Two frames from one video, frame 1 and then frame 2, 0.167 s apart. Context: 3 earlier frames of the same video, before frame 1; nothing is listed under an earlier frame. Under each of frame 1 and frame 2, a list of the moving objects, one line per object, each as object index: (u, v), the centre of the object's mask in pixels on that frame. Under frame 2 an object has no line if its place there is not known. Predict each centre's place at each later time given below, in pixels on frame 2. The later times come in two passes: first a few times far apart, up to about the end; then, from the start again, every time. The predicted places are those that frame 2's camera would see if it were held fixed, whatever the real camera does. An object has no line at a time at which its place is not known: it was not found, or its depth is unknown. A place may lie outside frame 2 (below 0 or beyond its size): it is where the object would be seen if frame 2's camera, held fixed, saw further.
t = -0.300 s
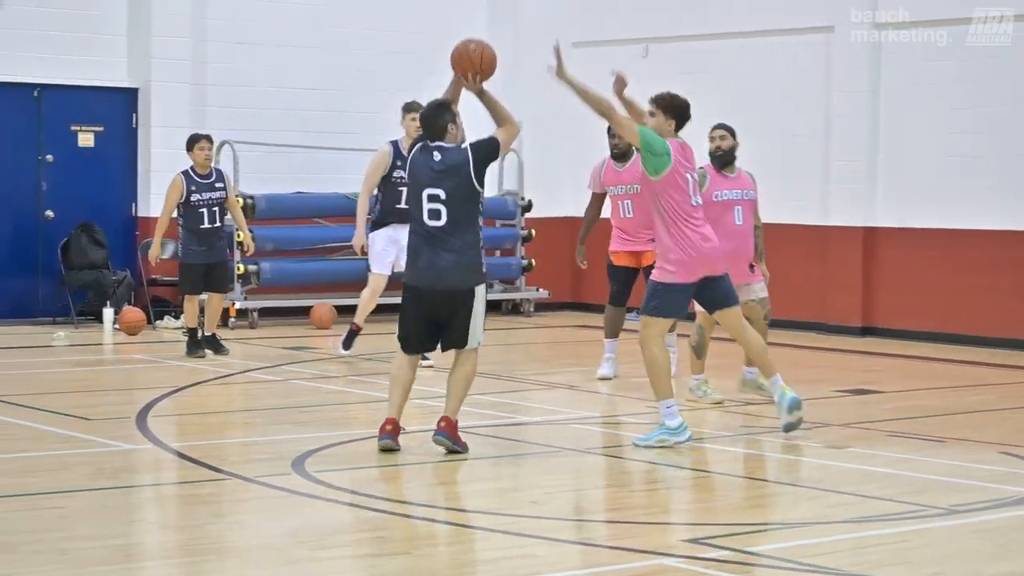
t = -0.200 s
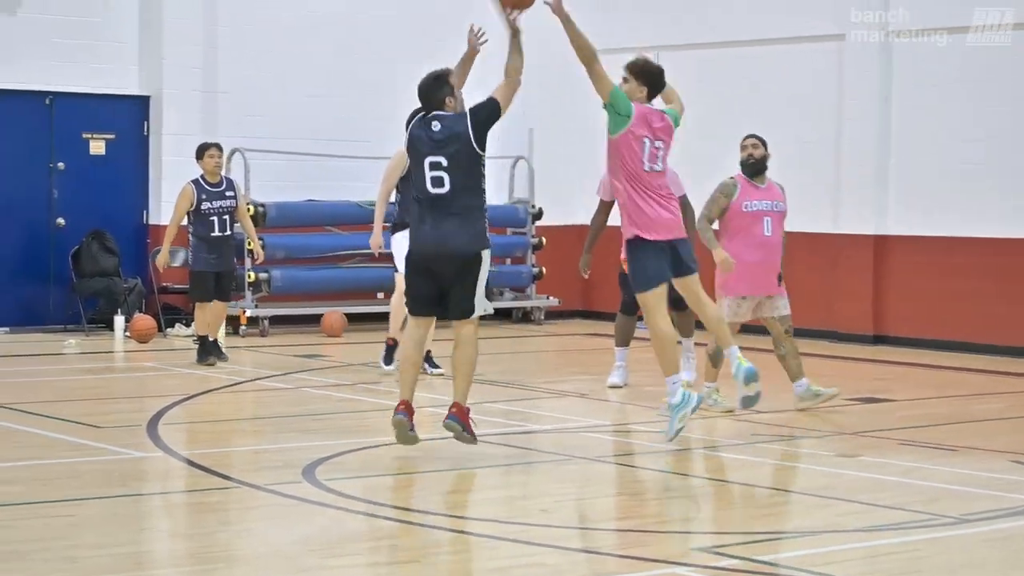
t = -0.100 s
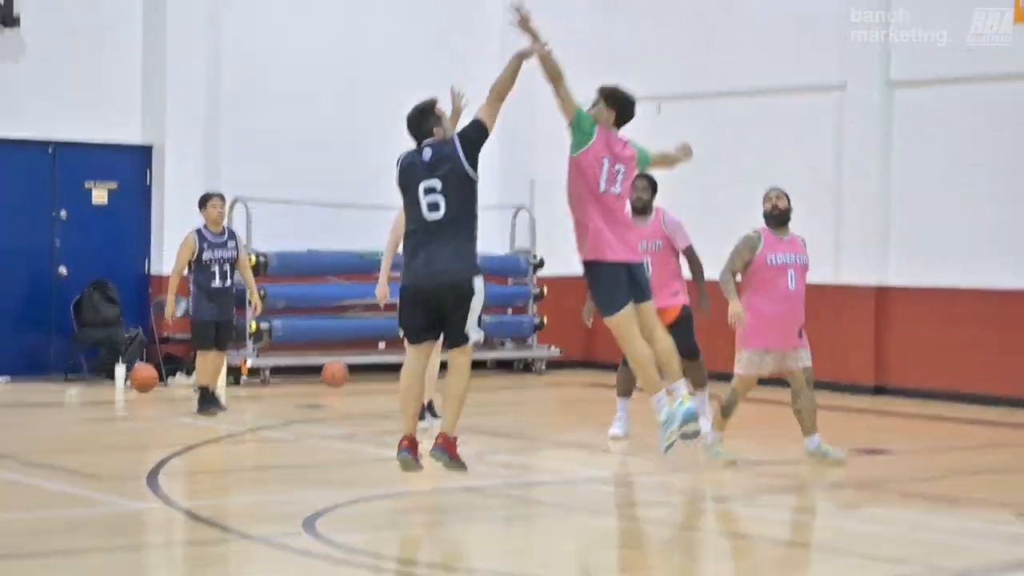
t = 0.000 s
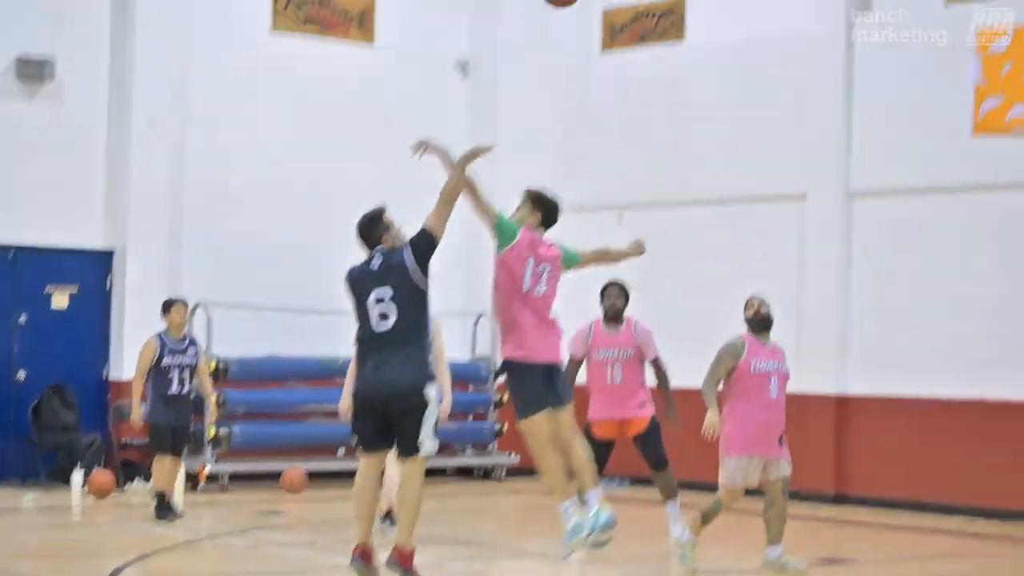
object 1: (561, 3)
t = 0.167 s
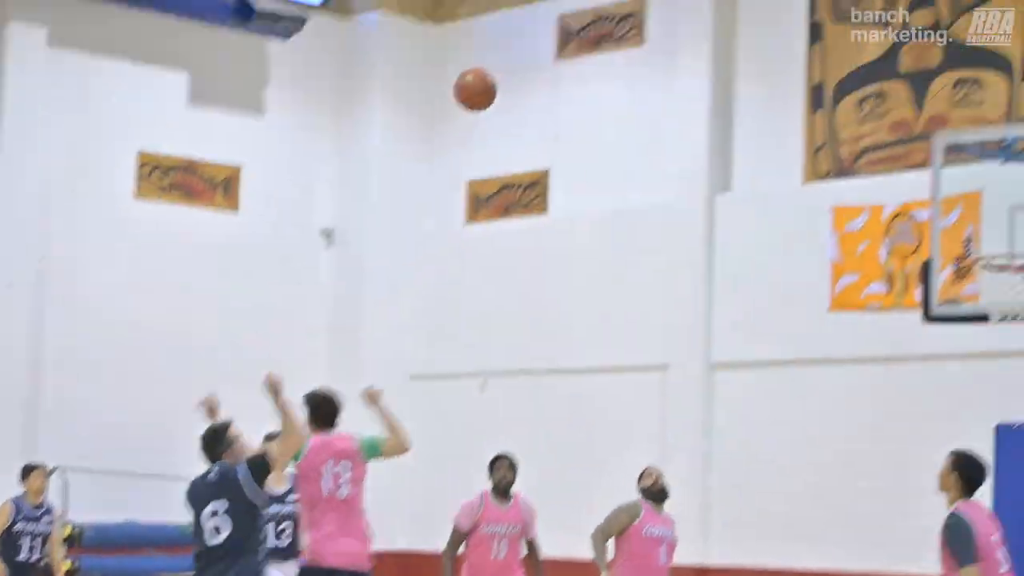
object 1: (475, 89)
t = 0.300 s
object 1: (509, 76)
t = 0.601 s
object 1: (583, 152)
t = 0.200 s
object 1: (484, 84)
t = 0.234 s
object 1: (492, 79)
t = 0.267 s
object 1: (500, 77)
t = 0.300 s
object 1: (509, 76)
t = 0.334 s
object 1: (518, 77)
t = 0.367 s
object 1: (526, 81)
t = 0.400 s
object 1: (534, 85)
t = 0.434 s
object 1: (542, 92)
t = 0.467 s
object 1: (551, 100)
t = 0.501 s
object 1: (559, 110)
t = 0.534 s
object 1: (567, 122)
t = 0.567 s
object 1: (575, 136)
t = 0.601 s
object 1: (583, 152)
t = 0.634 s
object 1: (590, 169)
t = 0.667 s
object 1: (598, 187)
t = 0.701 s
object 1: (606, 208)
